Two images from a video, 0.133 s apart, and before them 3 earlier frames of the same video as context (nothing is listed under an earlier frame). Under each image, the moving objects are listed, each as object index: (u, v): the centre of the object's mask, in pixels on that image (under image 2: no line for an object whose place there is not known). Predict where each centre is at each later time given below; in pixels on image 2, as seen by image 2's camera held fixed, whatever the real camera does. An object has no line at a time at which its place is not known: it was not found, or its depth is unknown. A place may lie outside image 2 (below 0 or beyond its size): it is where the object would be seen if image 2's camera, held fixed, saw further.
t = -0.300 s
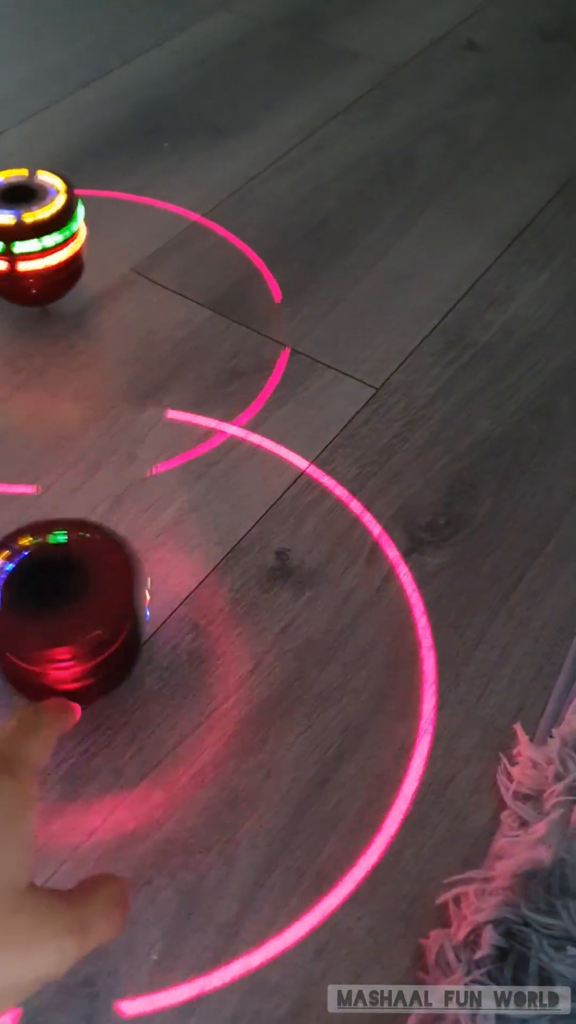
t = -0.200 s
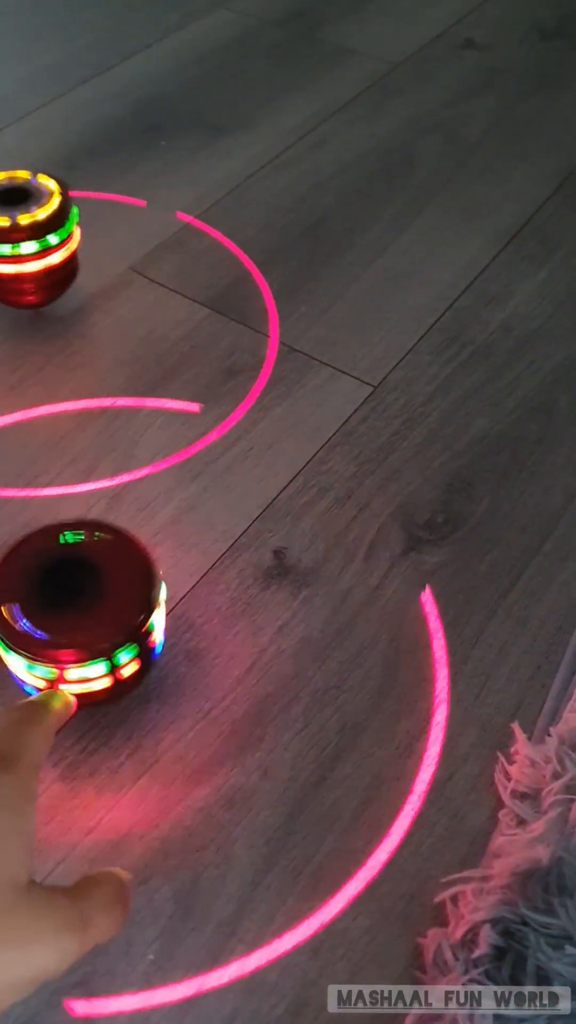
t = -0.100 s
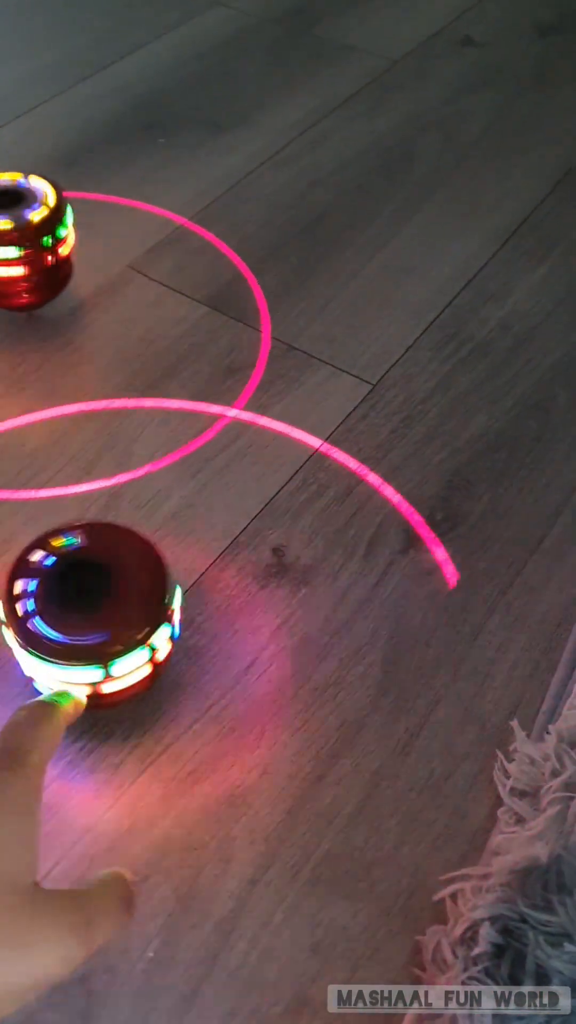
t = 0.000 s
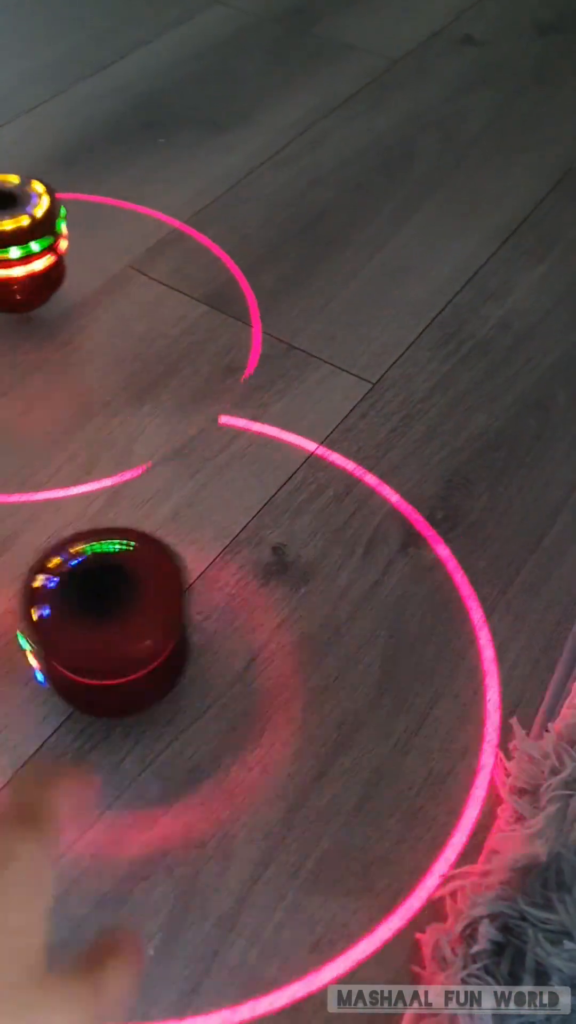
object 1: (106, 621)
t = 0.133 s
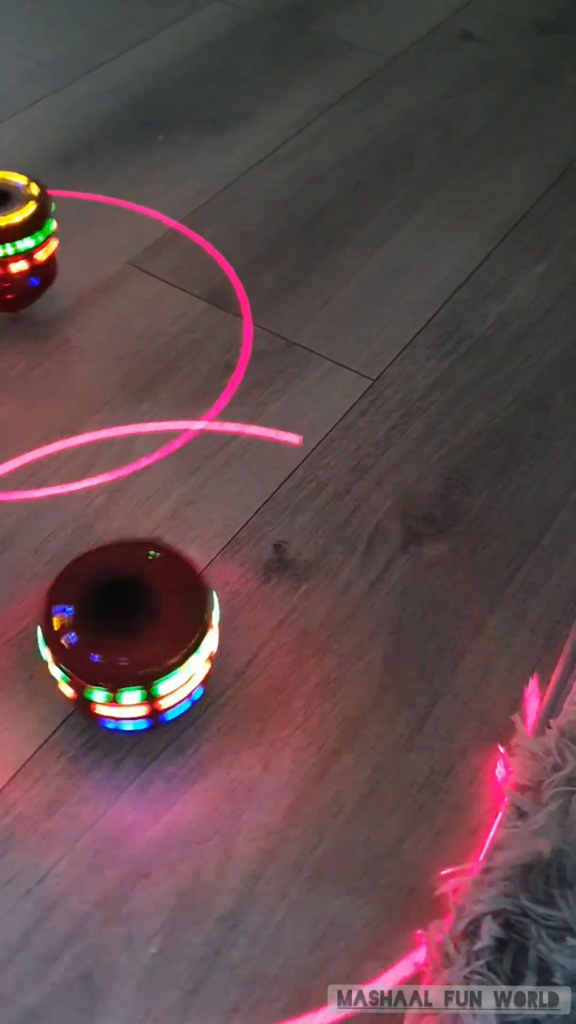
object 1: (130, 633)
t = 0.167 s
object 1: (134, 638)
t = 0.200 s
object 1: (139, 642)
